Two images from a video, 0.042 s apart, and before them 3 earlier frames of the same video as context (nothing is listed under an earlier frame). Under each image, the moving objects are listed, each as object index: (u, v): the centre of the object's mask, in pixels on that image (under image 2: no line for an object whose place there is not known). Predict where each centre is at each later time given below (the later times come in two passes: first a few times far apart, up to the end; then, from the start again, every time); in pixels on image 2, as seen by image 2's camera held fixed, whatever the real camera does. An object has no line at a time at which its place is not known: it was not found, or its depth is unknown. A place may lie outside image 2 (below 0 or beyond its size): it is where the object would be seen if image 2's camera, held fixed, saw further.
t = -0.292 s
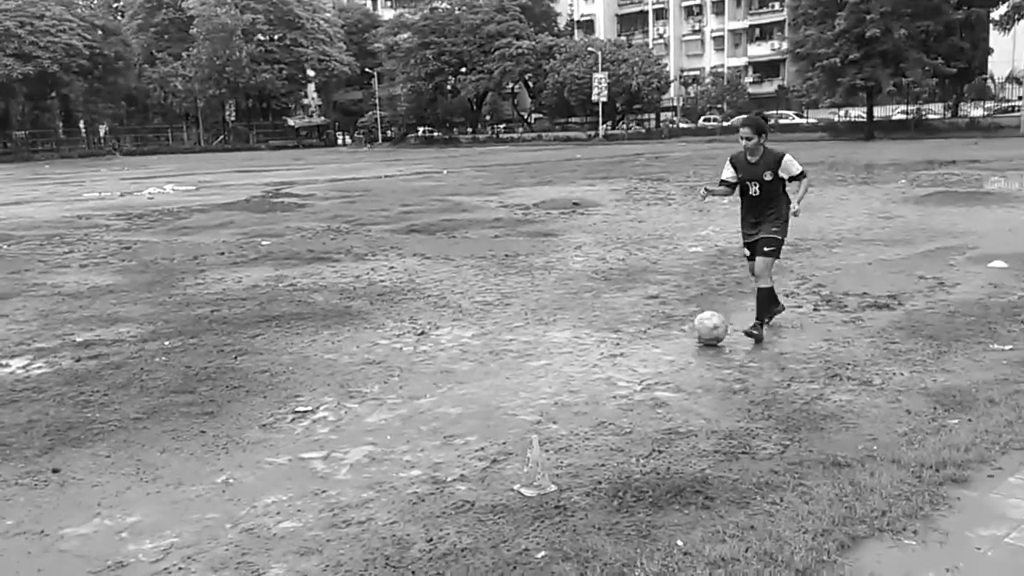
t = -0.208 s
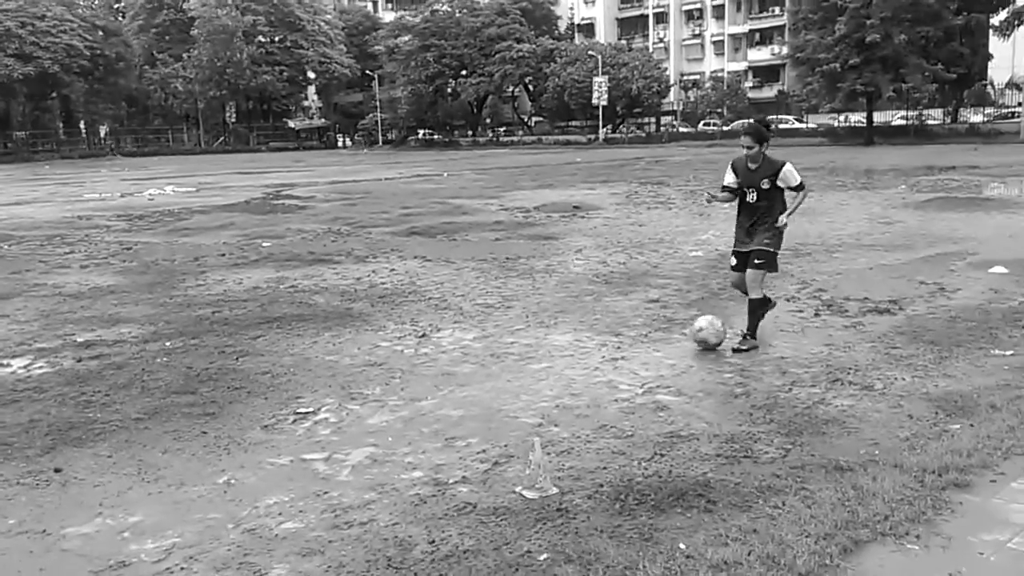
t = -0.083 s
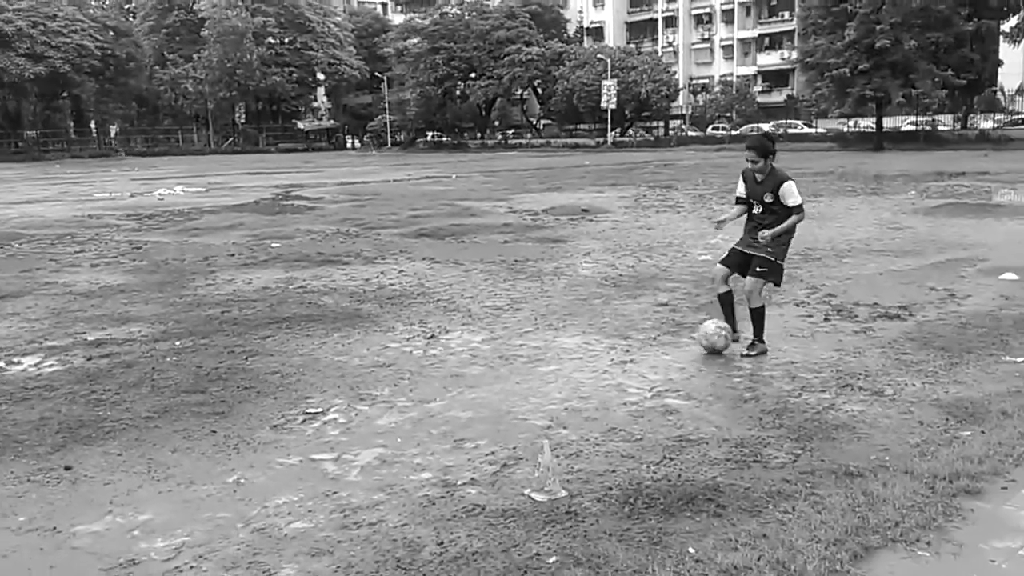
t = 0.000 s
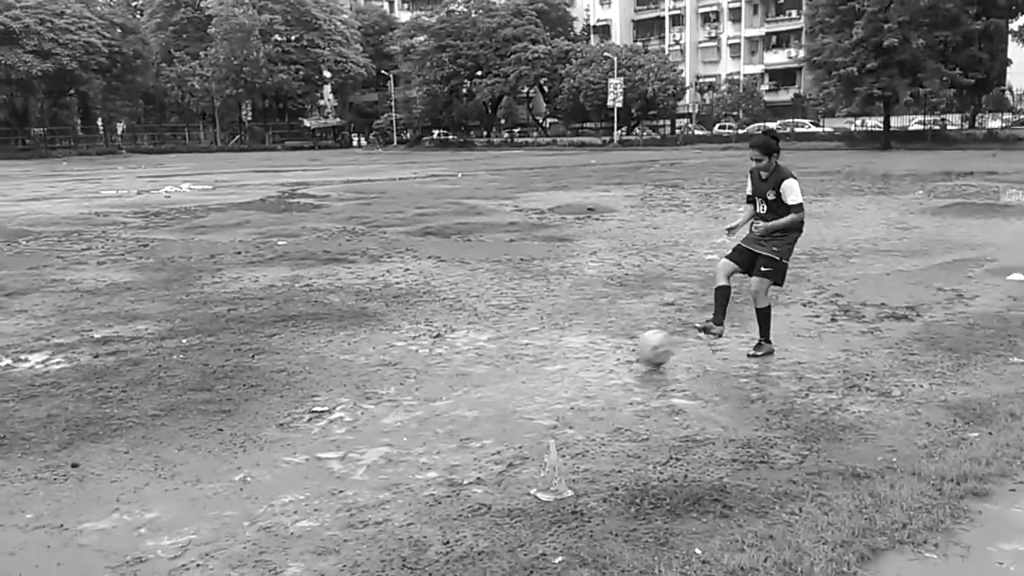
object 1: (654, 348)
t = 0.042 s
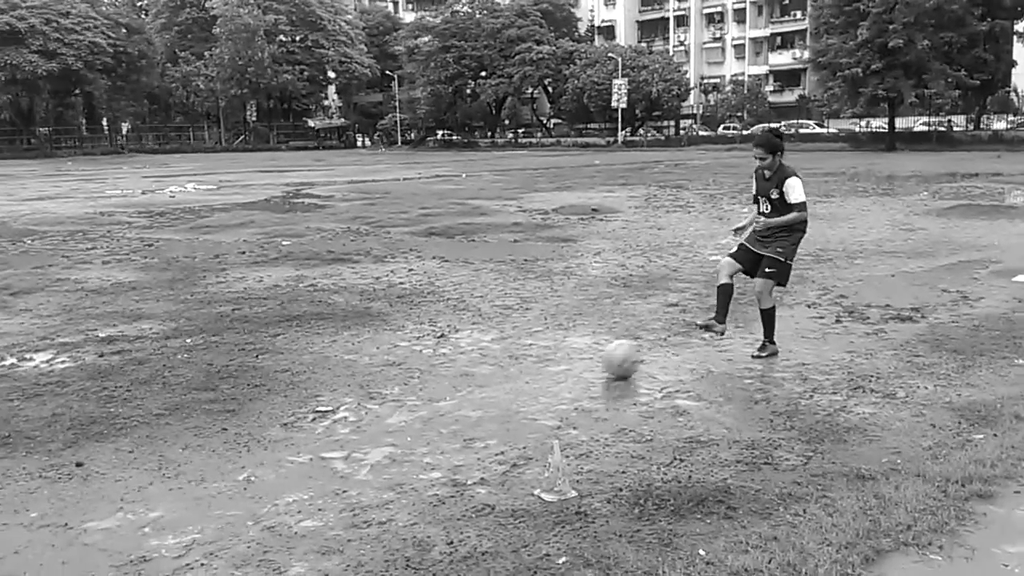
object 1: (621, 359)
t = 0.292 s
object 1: (404, 402)
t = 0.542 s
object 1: (177, 452)
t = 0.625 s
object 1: (90, 466)
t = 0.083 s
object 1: (585, 366)
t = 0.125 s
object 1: (548, 376)
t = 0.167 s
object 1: (514, 379)
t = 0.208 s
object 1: (479, 386)
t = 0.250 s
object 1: (441, 397)
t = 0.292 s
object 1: (404, 402)
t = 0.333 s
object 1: (369, 407)
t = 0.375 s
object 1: (333, 415)
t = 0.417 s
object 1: (295, 429)
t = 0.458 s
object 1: (258, 436)
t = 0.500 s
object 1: (218, 444)
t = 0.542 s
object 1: (177, 452)
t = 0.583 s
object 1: (136, 459)
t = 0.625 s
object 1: (90, 466)
